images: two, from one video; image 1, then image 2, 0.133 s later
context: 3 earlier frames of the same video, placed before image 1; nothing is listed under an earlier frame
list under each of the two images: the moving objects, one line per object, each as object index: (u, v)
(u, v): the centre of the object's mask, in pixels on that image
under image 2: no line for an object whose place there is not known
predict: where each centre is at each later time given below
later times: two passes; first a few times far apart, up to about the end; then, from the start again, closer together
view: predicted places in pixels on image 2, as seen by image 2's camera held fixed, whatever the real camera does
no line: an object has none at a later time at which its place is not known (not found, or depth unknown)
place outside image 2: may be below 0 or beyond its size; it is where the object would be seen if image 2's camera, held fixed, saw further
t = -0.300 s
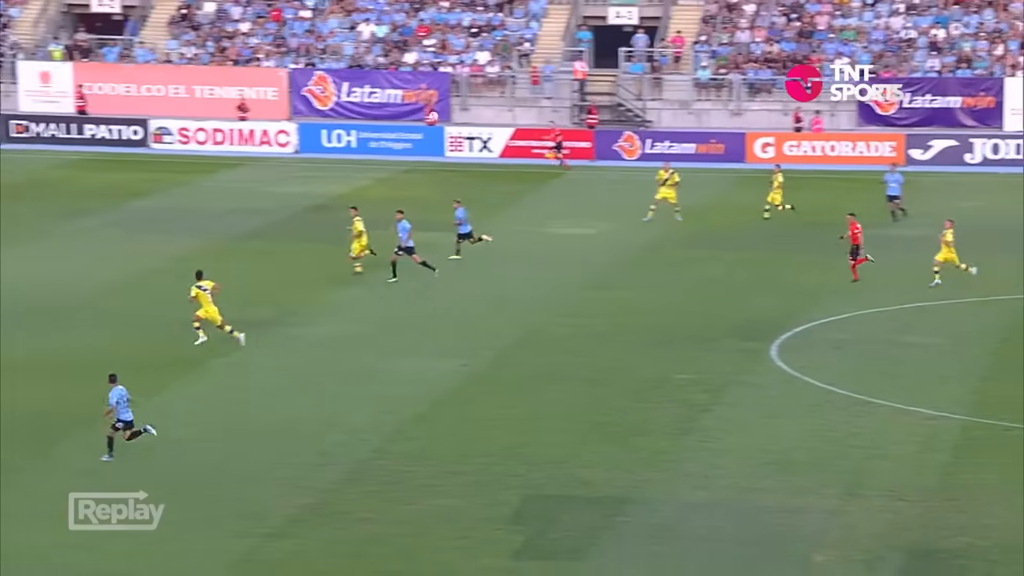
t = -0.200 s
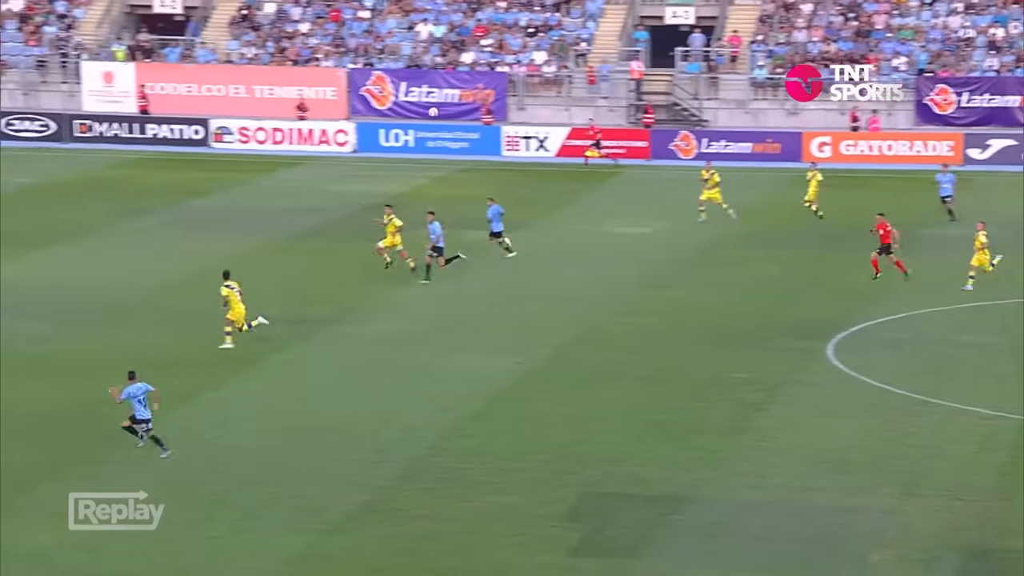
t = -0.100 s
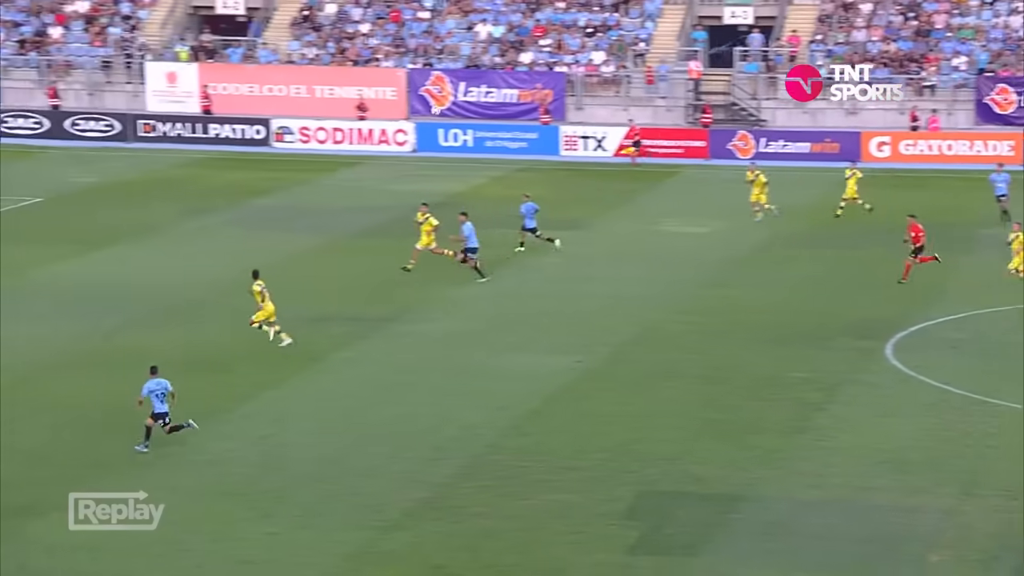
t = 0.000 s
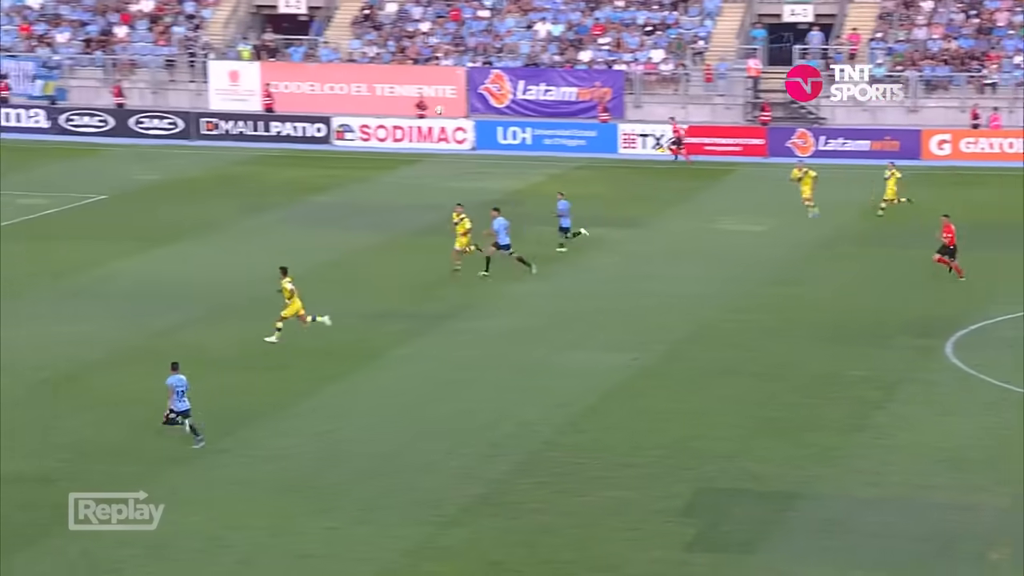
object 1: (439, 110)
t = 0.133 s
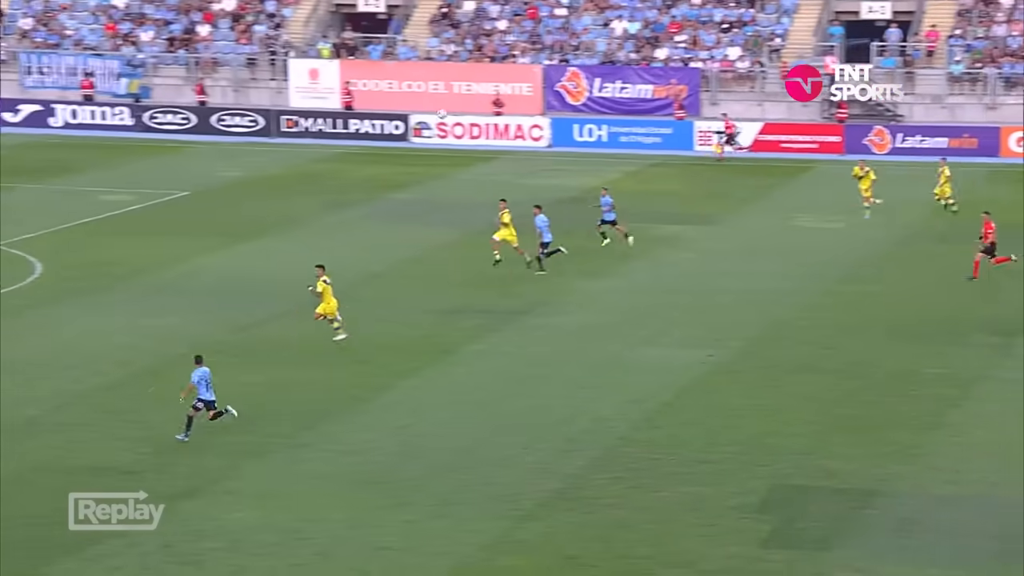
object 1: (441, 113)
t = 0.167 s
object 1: (423, 116)
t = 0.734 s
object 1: (89, 216)
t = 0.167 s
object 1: (423, 116)
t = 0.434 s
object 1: (272, 148)
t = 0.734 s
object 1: (89, 216)
